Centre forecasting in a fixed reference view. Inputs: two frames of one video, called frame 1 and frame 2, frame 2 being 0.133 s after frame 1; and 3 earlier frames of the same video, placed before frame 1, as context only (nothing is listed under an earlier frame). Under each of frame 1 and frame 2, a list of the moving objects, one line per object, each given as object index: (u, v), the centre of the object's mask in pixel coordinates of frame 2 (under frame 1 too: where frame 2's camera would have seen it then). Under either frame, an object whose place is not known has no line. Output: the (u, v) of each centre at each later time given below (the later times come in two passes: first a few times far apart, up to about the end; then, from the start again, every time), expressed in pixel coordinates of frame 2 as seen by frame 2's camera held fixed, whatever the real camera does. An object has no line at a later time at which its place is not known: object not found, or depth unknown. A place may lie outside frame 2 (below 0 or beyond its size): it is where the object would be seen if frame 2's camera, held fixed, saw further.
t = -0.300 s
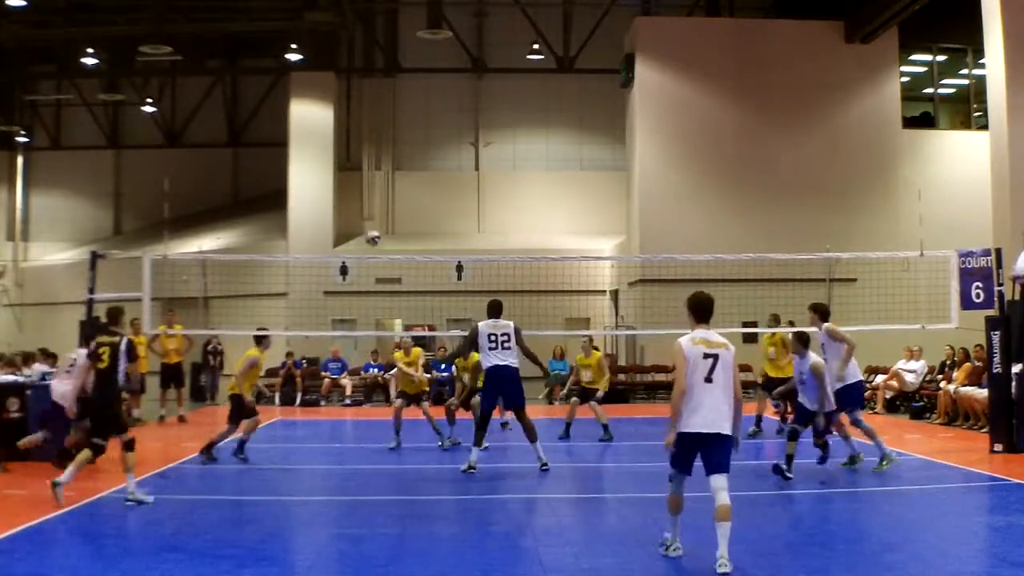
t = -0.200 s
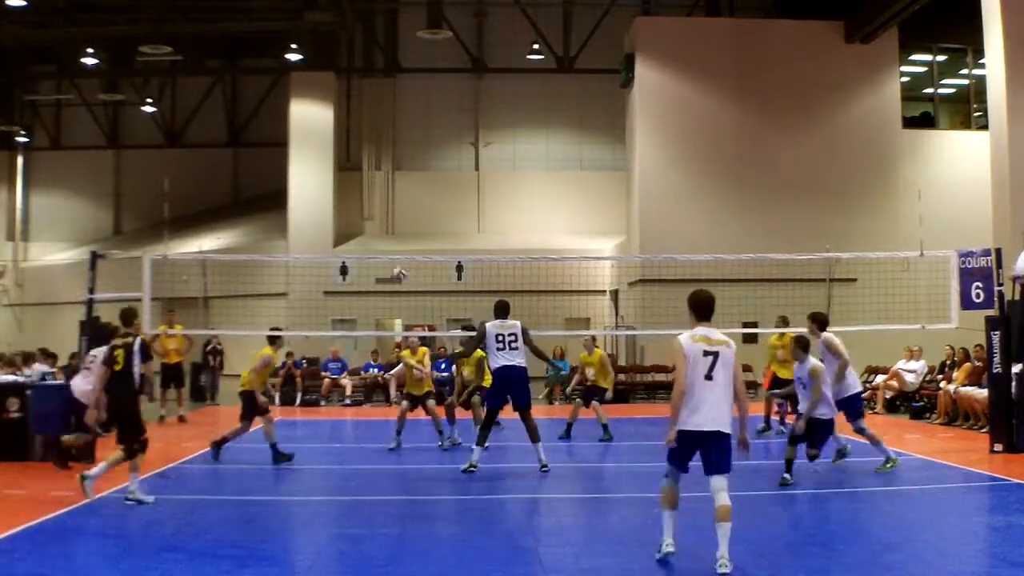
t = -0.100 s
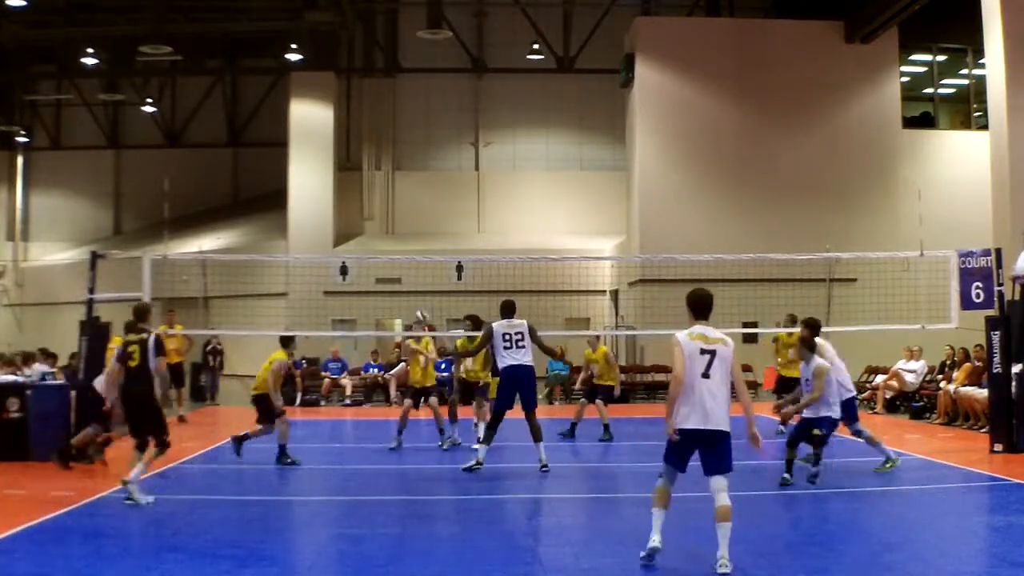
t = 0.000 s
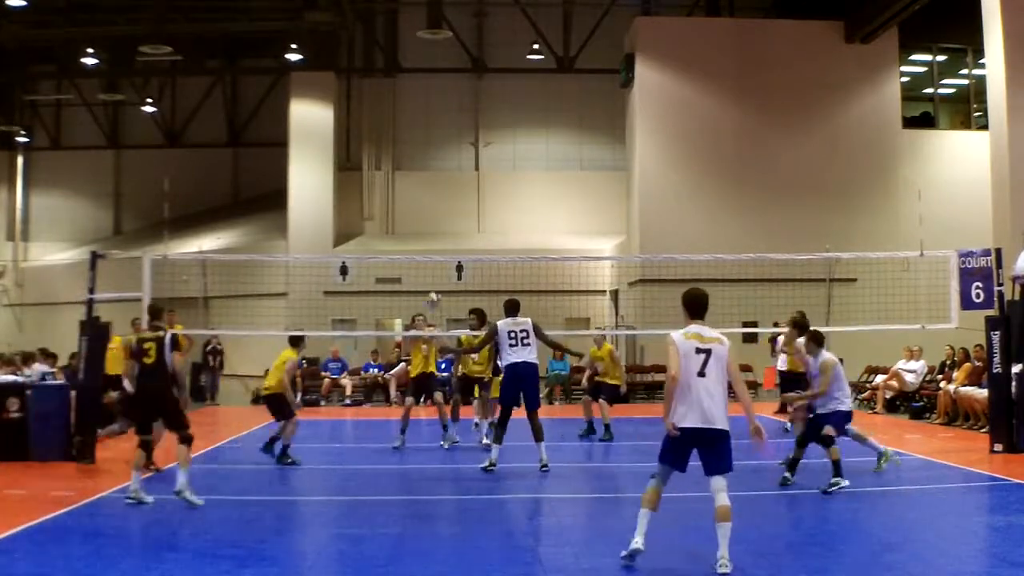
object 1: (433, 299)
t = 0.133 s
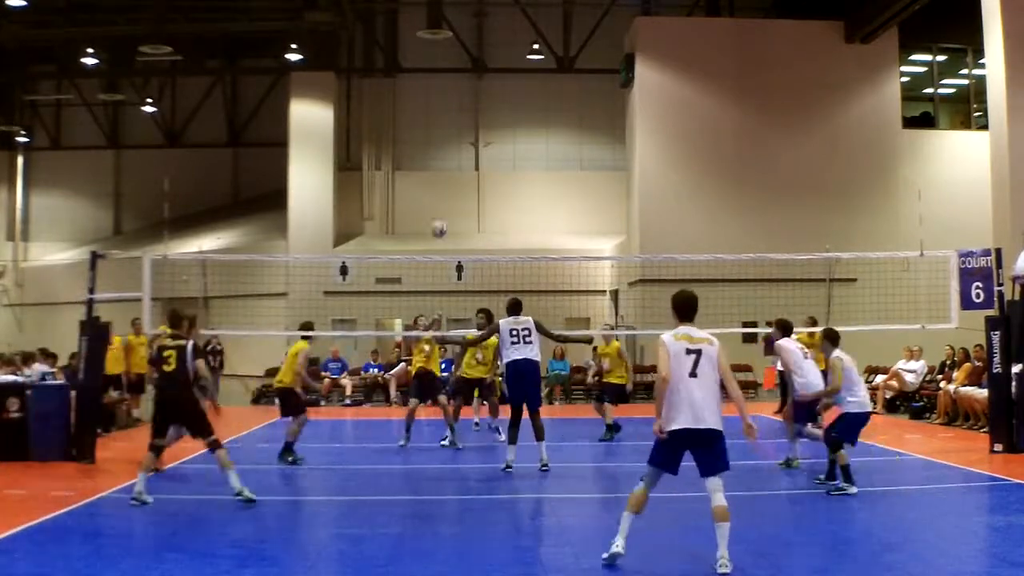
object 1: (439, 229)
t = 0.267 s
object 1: (442, 173)
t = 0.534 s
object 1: (454, 99)
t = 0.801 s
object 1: (464, 79)
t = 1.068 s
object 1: (474, 108)
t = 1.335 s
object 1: (484, 194)
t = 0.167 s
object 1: (440, 214)
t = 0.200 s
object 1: (441, 199)
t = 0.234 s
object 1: (442, 186)
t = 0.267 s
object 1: (442, 173)
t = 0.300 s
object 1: (444, 160)
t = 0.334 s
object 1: (445, 148)
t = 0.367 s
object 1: (447, 137)
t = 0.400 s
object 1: (448, 128)
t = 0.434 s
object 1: (450, 120)
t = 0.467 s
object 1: (451, 111)
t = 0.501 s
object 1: (453, 104)
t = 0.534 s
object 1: (454, 99)
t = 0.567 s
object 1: (455, 94)
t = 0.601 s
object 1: (456, 89)
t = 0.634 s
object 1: (458, 86)
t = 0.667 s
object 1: (459, 82)
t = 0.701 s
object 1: (461, 80)
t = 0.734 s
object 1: (462, 79)
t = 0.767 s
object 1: (463, 78)
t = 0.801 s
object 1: (464, 79)
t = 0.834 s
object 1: (466, 79)
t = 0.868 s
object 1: (466, 81)
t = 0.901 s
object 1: (468, 84)
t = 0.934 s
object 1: (470, 87)
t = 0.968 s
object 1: (470, 91)
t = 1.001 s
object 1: (472, 96)
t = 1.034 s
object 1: (474, 102)
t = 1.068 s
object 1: (474, 108)
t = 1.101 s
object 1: (476, 115)
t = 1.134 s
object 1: (478, 124)
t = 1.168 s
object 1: (478, 133)
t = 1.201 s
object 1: (479, 145)
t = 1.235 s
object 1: (480, 157)
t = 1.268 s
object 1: (481, 168)
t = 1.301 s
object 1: (482, 181)
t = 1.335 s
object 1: (484, 194)
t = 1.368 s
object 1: (485, 210)
